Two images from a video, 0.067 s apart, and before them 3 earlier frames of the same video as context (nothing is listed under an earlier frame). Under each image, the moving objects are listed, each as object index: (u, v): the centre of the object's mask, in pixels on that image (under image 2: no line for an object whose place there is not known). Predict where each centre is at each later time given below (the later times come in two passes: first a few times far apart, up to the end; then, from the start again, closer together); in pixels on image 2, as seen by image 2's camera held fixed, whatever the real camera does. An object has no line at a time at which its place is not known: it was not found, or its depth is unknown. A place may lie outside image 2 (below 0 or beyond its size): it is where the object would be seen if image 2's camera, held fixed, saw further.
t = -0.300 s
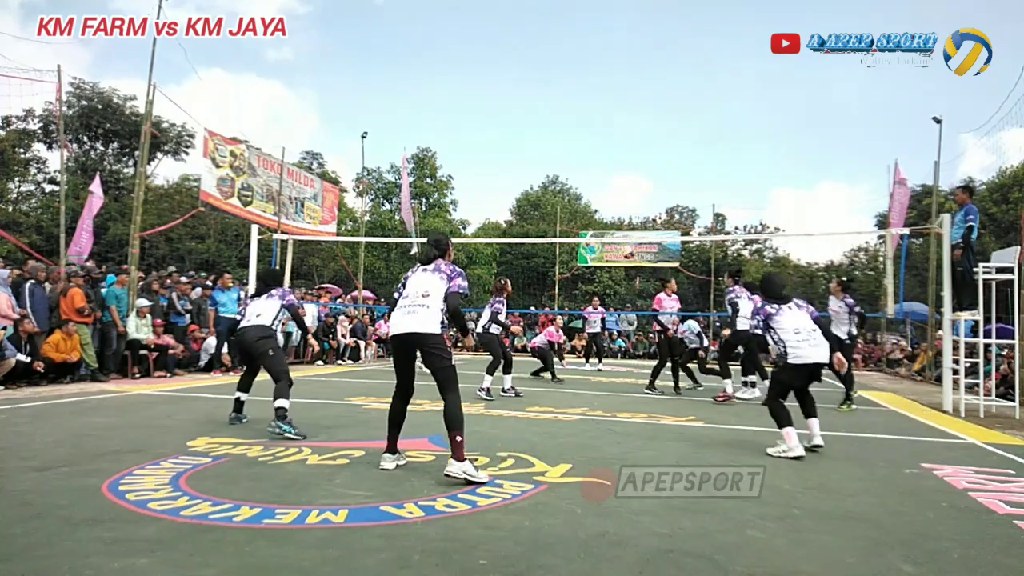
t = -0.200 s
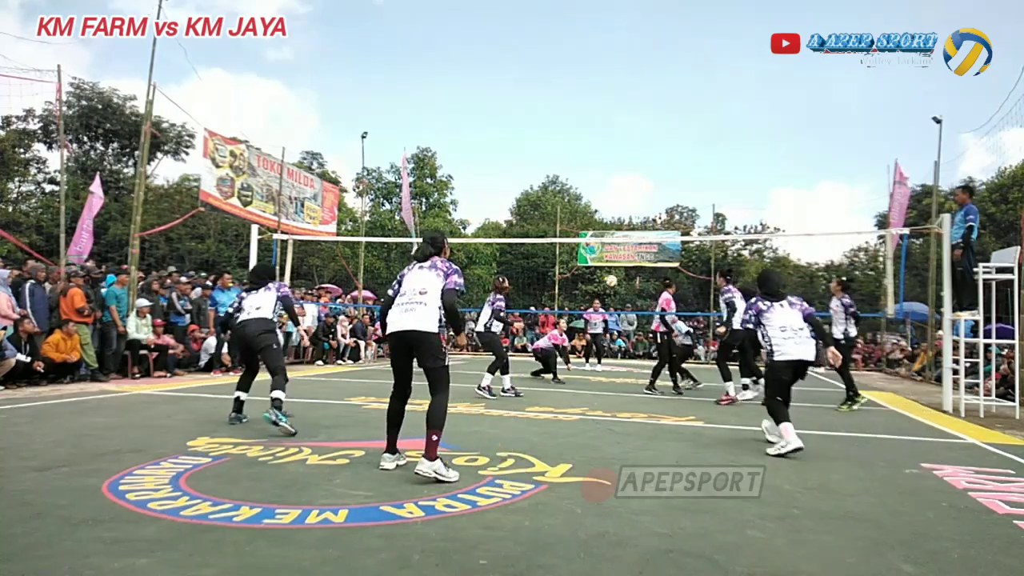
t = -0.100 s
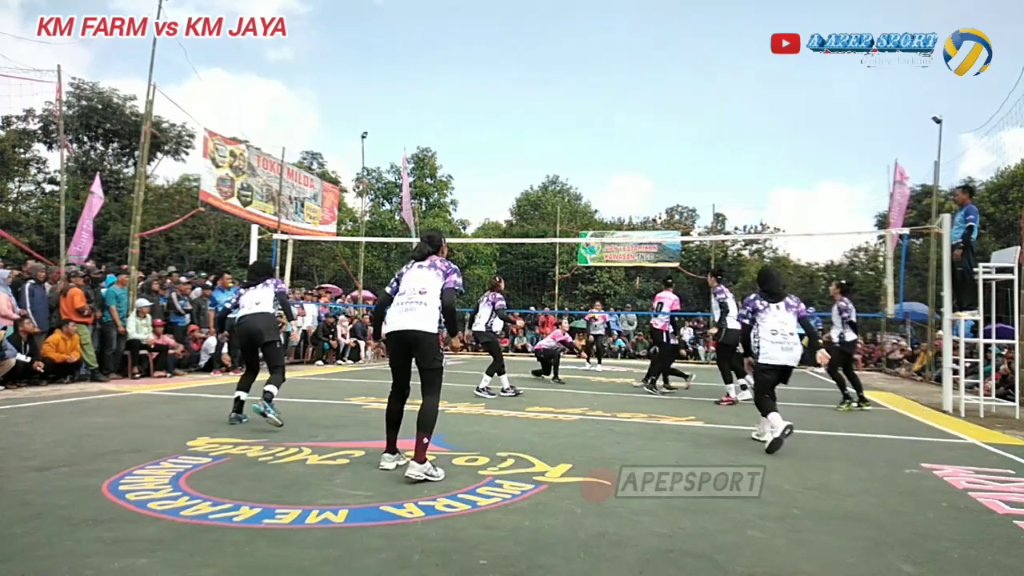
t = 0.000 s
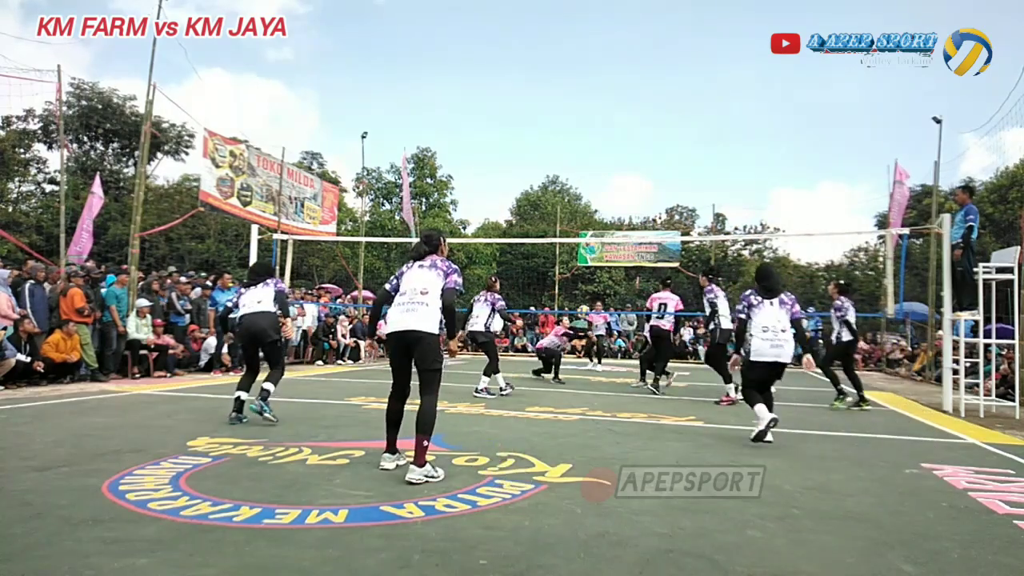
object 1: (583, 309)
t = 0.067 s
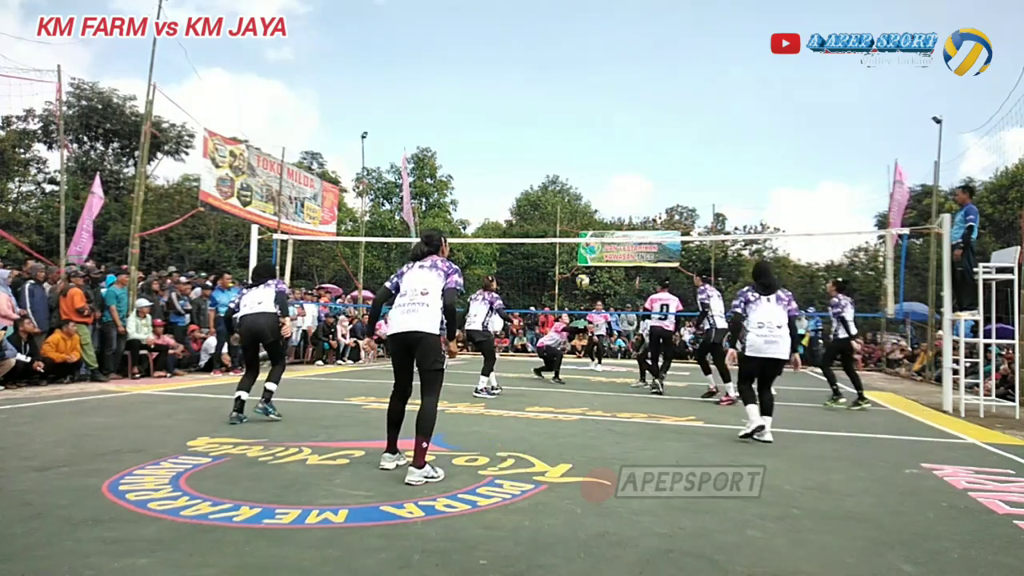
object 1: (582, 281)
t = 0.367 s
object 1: (577, 177)
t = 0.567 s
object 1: (573, 138)
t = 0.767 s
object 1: (569, 123)
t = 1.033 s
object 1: (562, 139)
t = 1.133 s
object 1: (560, 155)
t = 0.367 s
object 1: (577, 177)
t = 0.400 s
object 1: (576, 168)
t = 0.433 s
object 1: (576, 161)
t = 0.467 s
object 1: (575, 155)
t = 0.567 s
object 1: (573, 138)
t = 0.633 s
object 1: (572, 131)
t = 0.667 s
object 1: (571, 128)
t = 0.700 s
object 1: (570, 126)
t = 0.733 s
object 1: (570, 124)
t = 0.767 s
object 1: (569, 123)
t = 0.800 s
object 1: (568, 123)
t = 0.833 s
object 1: (567, 124)
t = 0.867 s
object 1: (566, 125)
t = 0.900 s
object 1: (566, 126)
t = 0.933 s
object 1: (565, 129)
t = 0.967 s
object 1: (563, 131)
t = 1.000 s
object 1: (563, 135)
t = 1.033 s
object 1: (562, 139)
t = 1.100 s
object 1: (560, 149)
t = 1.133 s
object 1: (560, 155)
